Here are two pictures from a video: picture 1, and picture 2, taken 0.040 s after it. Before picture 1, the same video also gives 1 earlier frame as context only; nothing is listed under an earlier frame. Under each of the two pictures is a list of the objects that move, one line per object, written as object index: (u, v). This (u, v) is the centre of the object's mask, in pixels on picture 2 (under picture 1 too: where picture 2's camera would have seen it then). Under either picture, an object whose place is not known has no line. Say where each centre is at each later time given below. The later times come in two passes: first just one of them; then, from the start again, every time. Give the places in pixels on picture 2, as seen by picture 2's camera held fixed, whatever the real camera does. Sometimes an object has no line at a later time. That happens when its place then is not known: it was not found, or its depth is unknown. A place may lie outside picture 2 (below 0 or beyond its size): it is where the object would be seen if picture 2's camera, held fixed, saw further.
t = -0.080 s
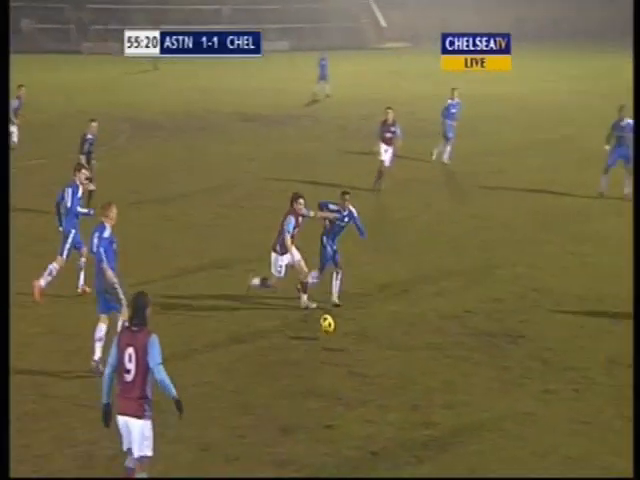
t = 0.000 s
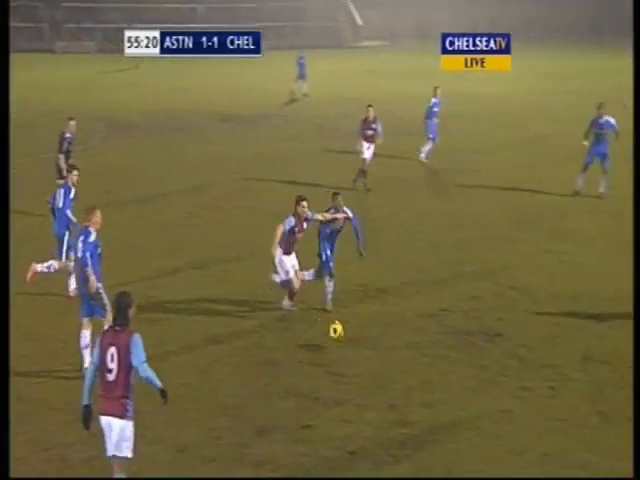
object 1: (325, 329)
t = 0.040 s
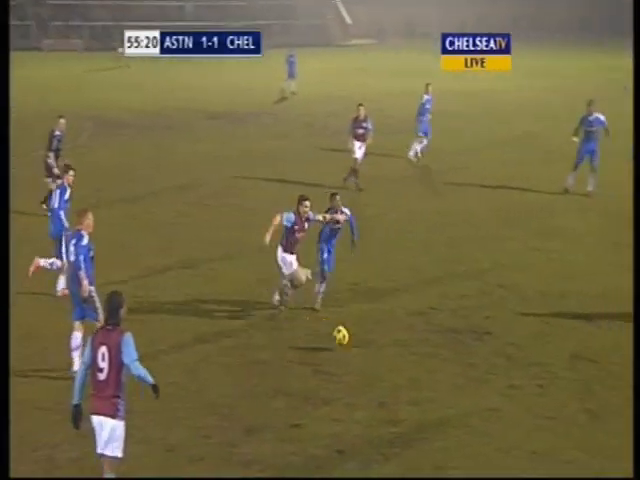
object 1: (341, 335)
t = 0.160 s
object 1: (388, 347)
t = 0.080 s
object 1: (357, 343)
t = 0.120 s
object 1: (373, 346)
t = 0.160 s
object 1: (388, 347)
